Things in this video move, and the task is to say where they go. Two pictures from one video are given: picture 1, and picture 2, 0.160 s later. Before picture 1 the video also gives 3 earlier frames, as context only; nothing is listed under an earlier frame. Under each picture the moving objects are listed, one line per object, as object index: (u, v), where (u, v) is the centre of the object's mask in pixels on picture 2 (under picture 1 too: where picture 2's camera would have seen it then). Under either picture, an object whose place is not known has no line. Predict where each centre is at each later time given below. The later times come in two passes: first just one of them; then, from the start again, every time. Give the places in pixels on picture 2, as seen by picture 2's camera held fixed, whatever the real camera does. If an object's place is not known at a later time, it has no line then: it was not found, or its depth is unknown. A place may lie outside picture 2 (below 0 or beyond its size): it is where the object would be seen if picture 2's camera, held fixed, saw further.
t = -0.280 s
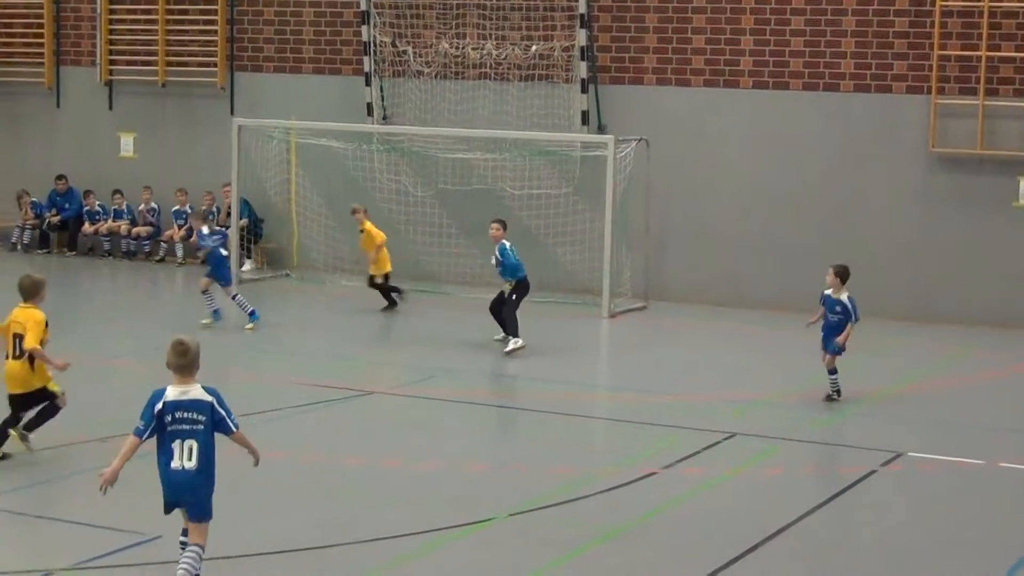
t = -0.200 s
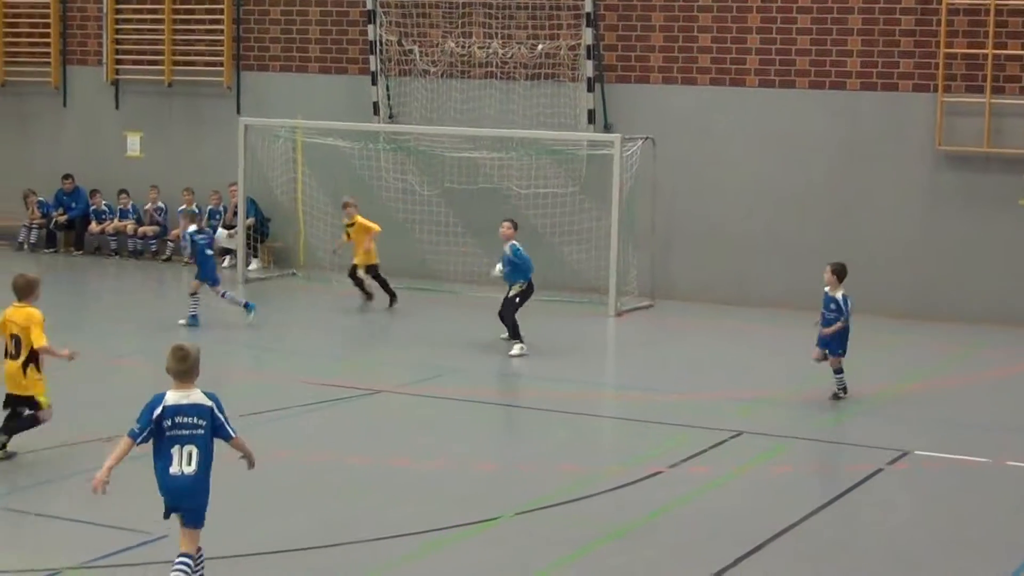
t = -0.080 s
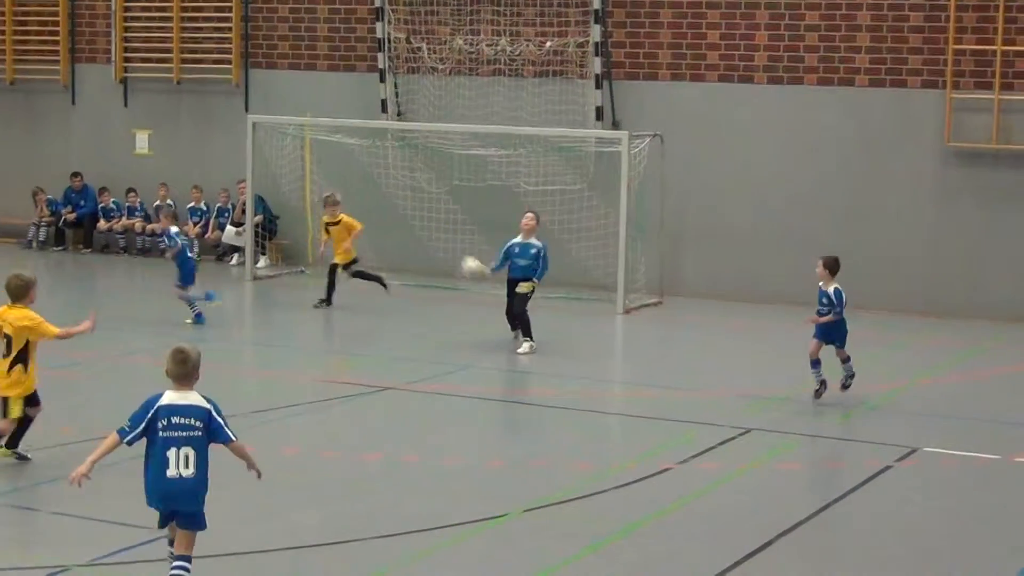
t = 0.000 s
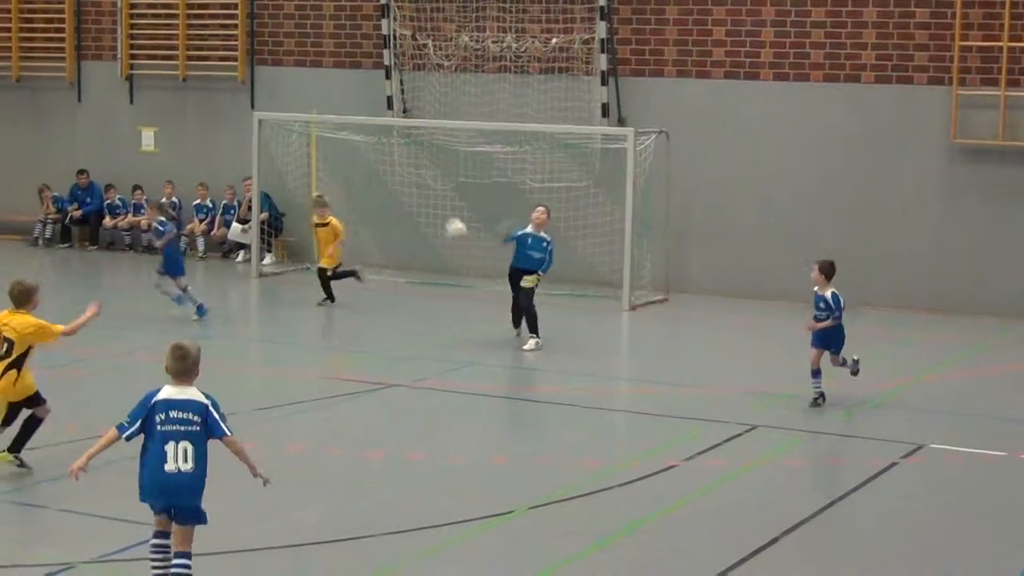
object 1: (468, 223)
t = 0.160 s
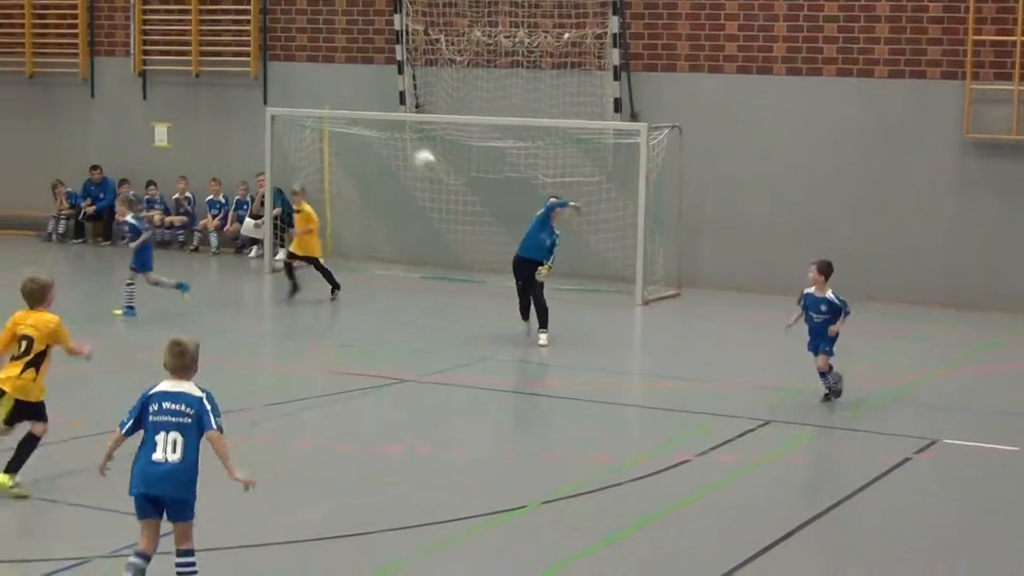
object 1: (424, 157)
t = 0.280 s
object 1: (385, 123)
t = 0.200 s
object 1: (411, 146)
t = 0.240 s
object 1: (399, 133)
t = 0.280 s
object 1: (385, 123)
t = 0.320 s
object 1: (369, 115)
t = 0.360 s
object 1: (356, 108)
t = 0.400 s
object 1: (339, 106)
